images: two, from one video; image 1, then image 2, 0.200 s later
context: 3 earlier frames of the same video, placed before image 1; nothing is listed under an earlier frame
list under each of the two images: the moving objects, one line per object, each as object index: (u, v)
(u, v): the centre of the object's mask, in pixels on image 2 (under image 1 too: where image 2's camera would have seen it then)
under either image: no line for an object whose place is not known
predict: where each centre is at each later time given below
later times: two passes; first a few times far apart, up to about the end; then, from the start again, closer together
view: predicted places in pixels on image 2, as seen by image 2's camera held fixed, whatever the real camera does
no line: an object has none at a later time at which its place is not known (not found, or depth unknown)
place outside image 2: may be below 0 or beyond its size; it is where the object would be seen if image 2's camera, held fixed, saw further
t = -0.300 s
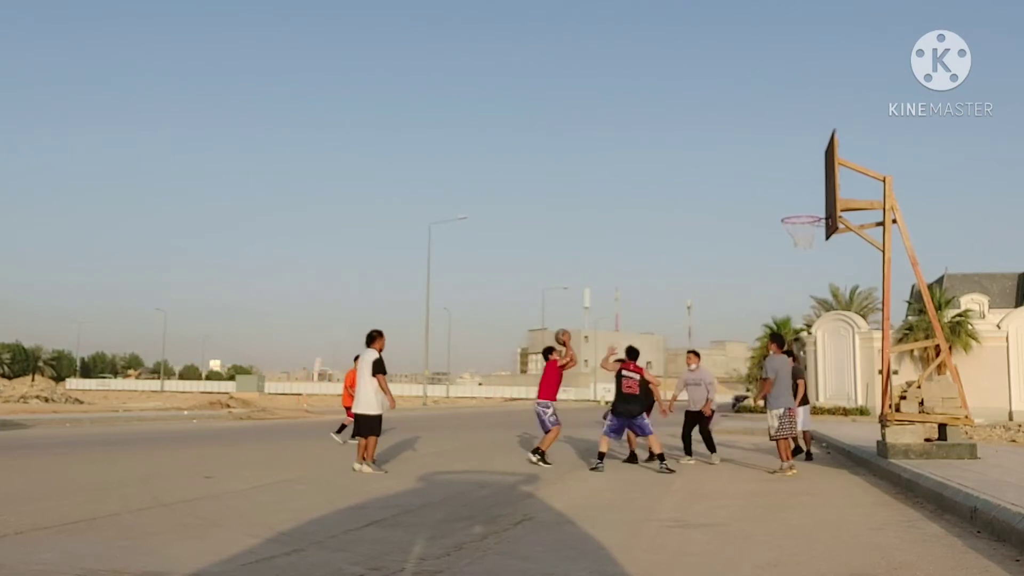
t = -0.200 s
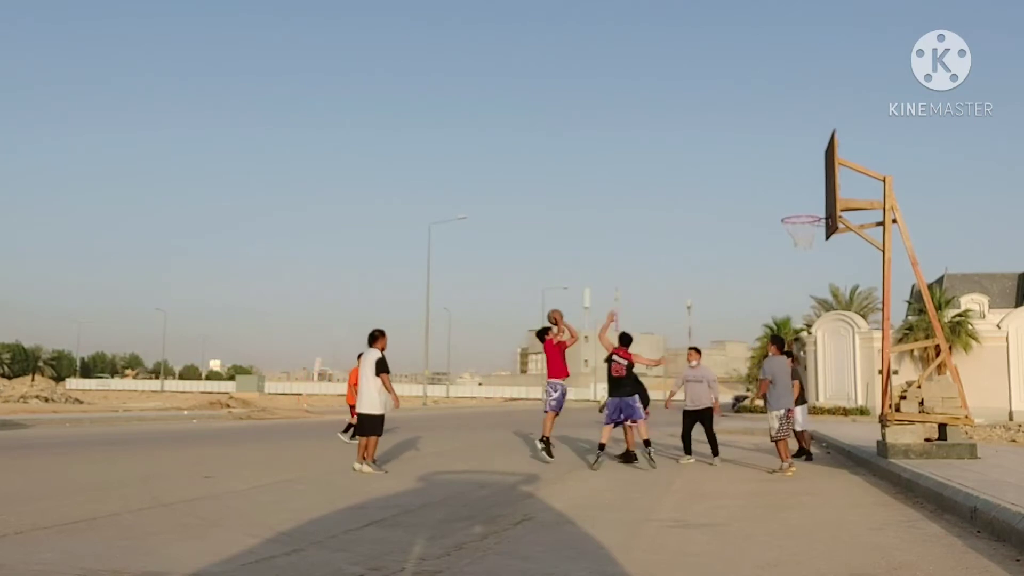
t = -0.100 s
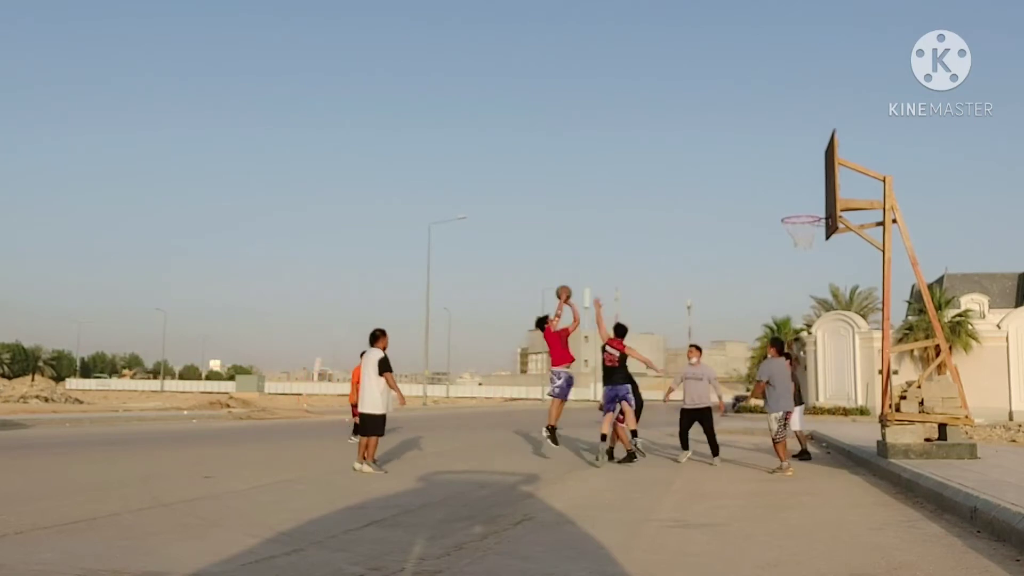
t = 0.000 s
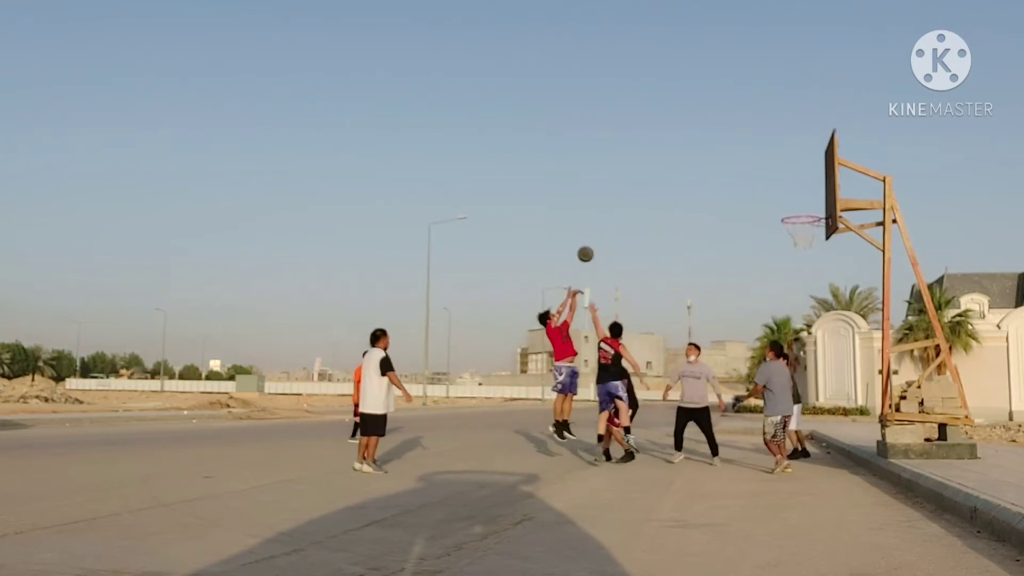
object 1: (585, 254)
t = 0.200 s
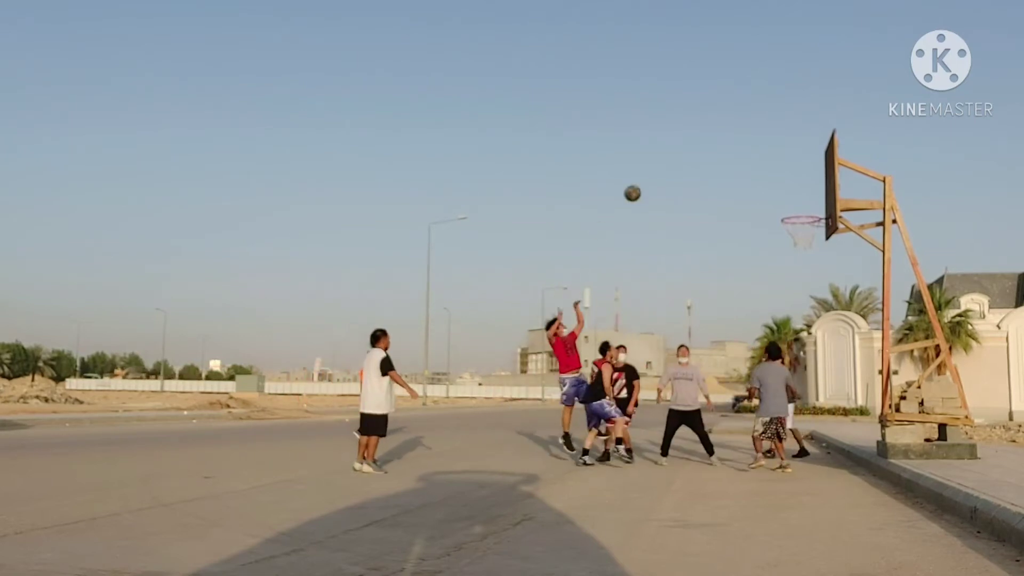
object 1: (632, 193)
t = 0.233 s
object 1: (640, 186)
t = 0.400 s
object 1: (681, 158)
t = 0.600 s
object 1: (732, 149)
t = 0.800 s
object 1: (785, 170)
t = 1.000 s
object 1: (808, 207)
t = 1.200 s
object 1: (756, 214)
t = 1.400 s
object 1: (707, 249)
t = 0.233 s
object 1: (640, 186)
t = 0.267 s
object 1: (648, 178)
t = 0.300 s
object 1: (657, 172)
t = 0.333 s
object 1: (665, 167)
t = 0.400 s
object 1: (681, 158)
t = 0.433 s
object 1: (689, 154)
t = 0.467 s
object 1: (698, 152)
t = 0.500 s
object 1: (706, 150)
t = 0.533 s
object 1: (715, 149)
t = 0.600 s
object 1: (732, 149)
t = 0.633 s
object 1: (740, 151)
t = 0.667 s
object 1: (749, 153)
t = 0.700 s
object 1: (758, 156)
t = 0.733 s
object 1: (767, 160)
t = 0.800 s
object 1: (785, 170)
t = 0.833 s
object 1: (794, 176)
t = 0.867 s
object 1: (804, 184)
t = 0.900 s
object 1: (813, 192)
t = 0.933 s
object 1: (823, 201)
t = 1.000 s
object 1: (808, 207)
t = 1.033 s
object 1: (799, 206)
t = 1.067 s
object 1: (790, 207)
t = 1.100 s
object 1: (782, 207)
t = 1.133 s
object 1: (773, 209)
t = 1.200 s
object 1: (756, 214)
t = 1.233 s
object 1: (748, 218)
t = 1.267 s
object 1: (739, 223)
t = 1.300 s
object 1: (731, 228)
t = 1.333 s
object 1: (723, 235)
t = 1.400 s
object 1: (707, 249)
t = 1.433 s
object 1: (700, 258)
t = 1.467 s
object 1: (692, 268)
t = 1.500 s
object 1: (684, 278)
